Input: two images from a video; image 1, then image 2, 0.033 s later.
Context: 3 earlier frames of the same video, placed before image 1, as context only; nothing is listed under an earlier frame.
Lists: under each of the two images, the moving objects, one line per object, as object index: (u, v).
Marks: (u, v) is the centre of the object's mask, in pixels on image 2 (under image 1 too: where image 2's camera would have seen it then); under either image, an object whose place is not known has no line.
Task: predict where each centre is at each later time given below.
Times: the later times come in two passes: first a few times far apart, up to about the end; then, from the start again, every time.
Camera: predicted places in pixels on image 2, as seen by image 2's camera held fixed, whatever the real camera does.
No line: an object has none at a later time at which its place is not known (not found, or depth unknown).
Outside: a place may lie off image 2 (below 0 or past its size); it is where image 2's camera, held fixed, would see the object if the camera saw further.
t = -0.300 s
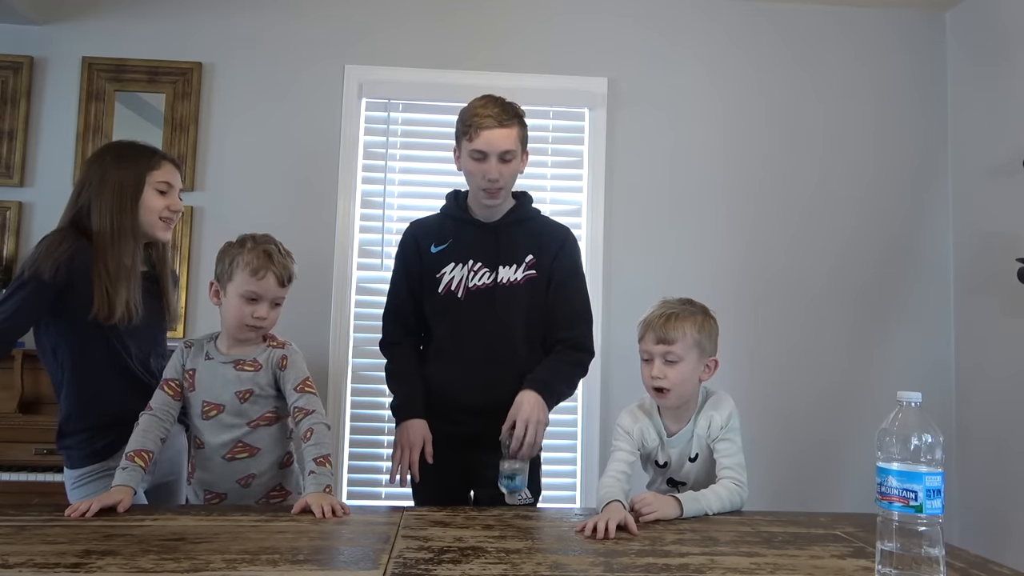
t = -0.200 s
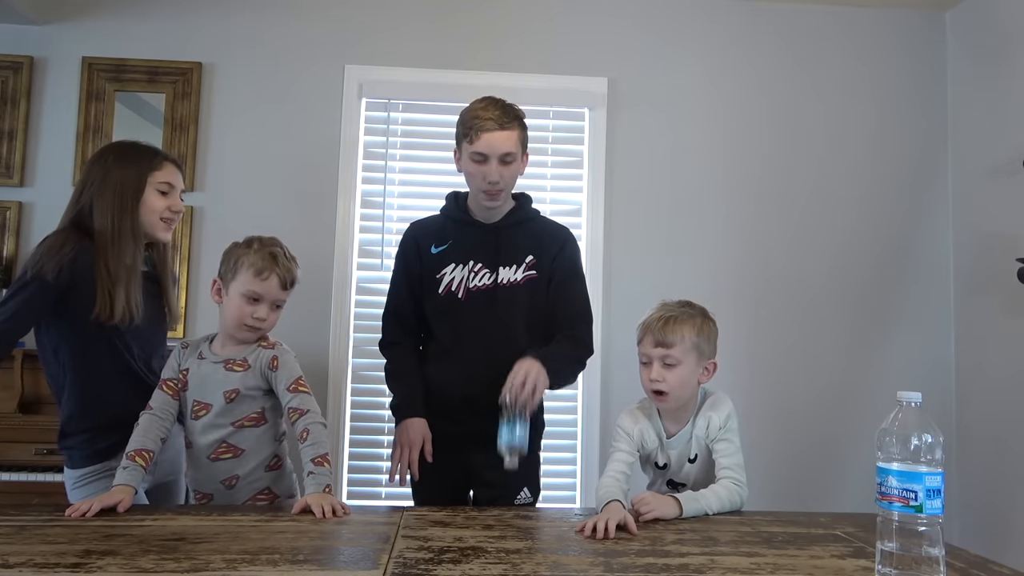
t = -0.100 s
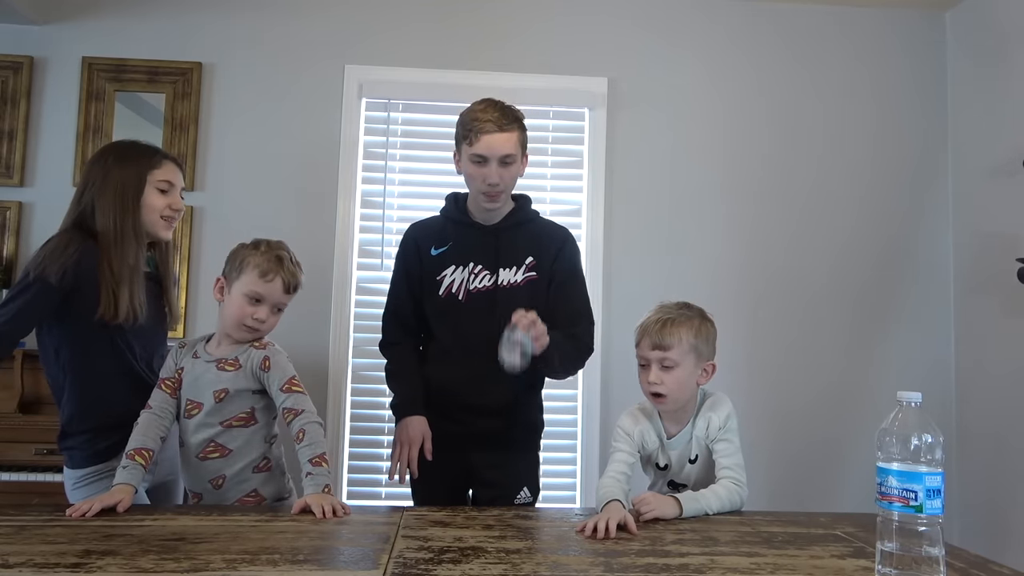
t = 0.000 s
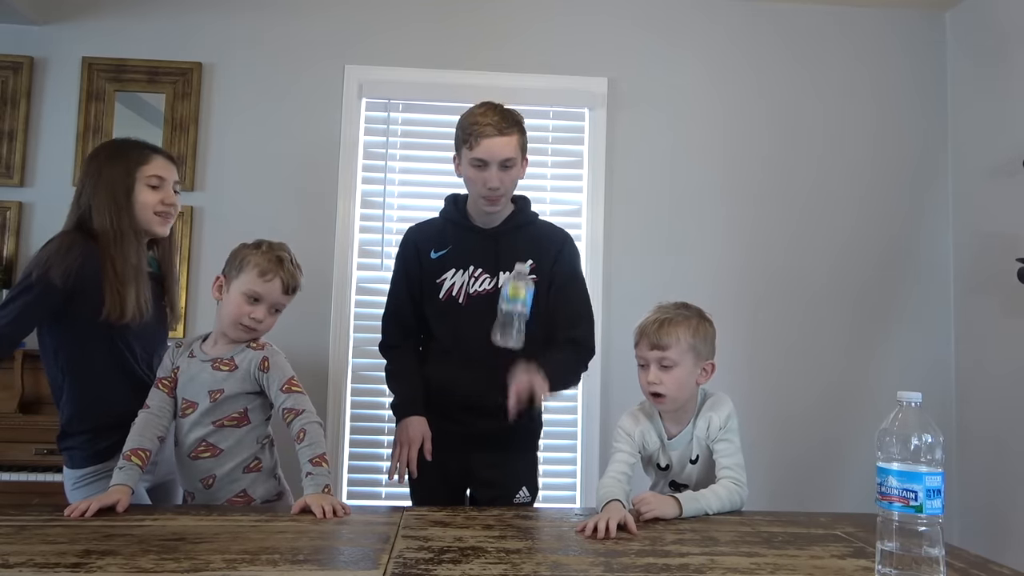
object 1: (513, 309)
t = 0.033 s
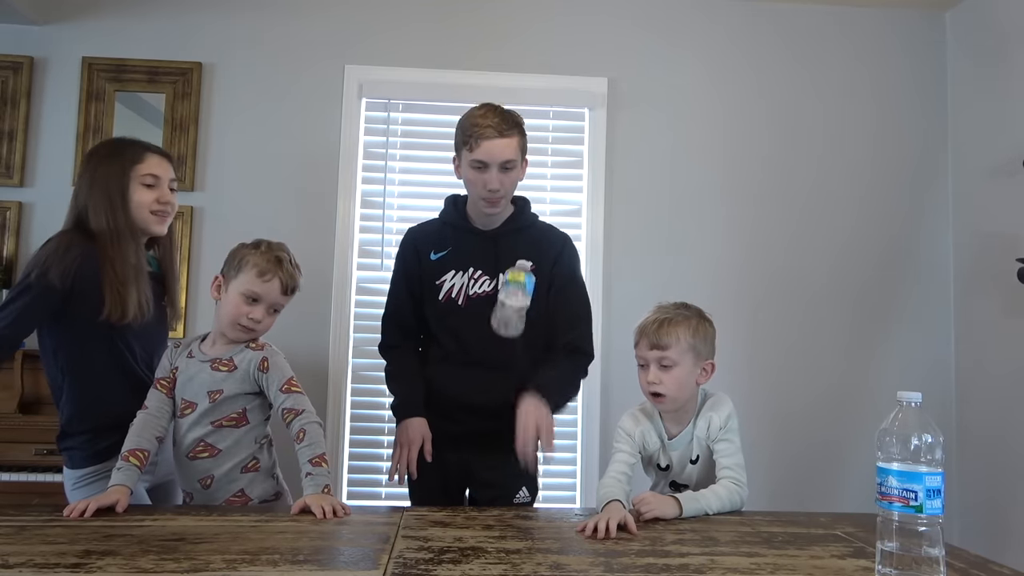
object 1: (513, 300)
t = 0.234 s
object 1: (515, 364)
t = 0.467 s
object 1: (513, 507)
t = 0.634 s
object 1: (516, 507)
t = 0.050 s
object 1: (514, 297)
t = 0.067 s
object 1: (514, 294)
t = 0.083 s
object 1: (514, 293)
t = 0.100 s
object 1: (514, 292)
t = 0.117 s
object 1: (516, 294)
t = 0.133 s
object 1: (516, 299)
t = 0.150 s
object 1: (516, 304)
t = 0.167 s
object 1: (516, 312)
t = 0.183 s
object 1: (516, 322)
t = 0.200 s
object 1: (516, 336)
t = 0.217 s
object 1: (516, 349)
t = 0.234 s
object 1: (515, 364)
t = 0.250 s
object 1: (515, 383)
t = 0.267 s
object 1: (514, 403)
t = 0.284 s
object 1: (514, 426)
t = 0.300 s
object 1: (513, 449)
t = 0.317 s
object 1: (513, 470)
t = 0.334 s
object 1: (512, 478)
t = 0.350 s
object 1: (513, 482)
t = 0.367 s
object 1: (513, 488)
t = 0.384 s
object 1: (513, 496)
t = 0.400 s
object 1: (512, 503)
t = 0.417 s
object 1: (512, 507)
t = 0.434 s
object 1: (513, 507)
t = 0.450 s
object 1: (513, 507)
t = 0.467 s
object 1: (513, 507)
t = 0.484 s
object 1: (514, 507)
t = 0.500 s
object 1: (514, 507)
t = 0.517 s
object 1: (514, 507)
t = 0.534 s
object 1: (514, 507)
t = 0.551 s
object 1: (514, 507)
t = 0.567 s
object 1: (514, 507)
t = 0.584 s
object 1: (514, 507)
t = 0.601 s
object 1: (515, 507)
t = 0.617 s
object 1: (515, 507)
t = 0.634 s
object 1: (516, 507)
